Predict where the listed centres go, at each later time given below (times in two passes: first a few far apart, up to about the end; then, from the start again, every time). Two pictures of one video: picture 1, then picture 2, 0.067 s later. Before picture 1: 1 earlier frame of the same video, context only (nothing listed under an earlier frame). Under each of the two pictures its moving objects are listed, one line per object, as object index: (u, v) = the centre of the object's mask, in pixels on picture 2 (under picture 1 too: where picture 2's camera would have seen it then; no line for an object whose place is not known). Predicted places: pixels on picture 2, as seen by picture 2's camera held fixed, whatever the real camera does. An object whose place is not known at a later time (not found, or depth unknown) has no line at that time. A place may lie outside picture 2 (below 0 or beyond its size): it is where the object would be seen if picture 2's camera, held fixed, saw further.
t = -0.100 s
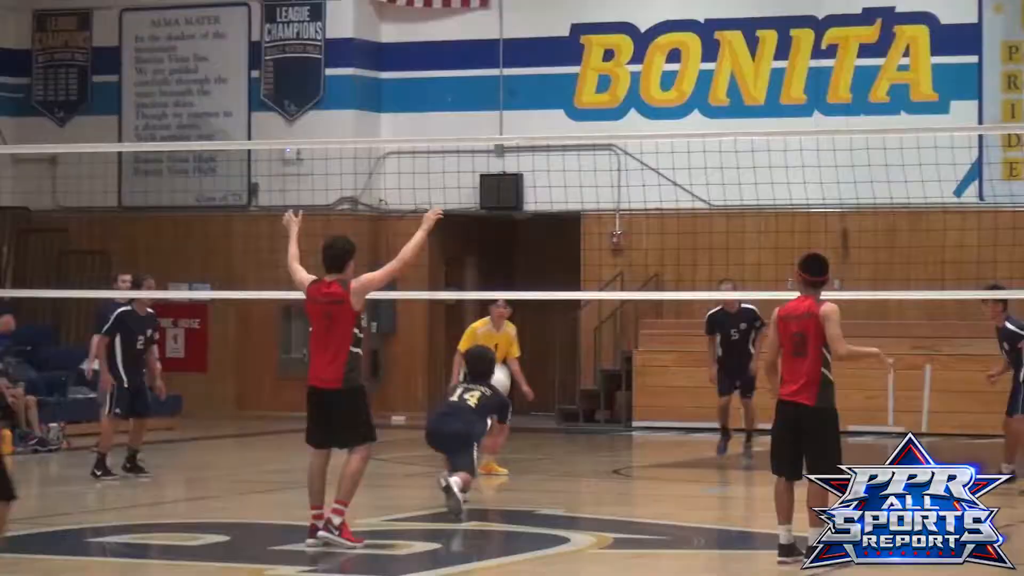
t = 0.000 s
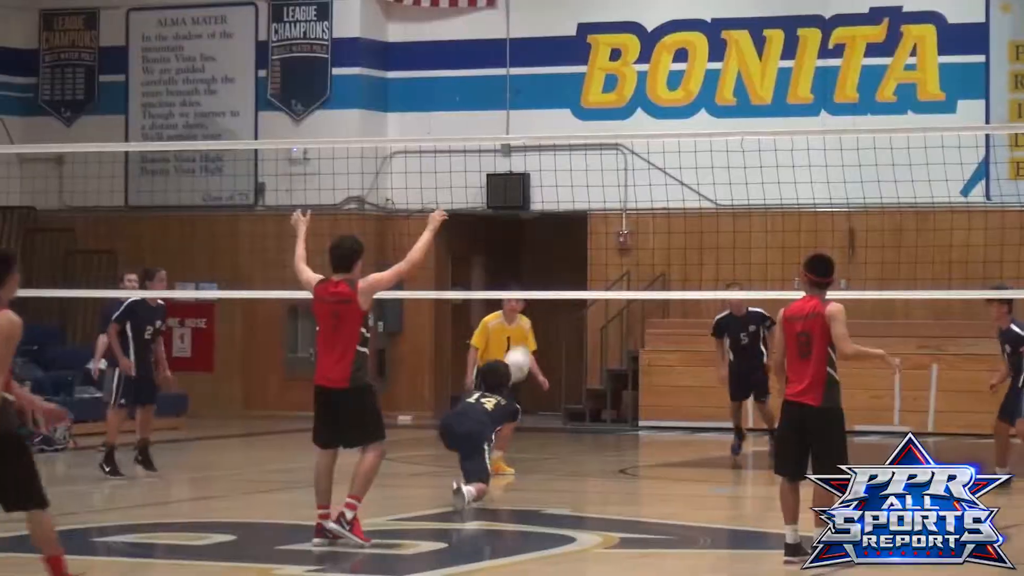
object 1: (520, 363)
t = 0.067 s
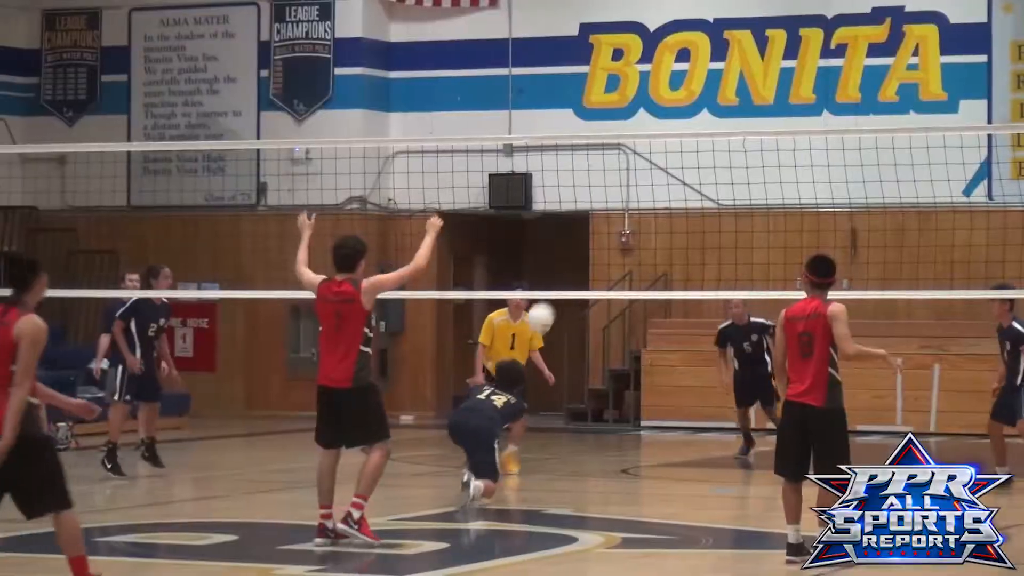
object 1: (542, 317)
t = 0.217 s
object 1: (586, 244)
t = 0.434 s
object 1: (652, 188)
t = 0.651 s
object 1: (713, 189)
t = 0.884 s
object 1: (779, 256)
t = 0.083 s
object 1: (545, 310)
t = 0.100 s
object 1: (549, 301)
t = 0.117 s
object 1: (556, 289)
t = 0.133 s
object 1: (561, 279)
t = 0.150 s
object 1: (566, 273)
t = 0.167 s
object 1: (571, 265)
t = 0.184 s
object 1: (576, 258)
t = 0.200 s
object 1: (581, 251)
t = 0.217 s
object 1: (586, 244)
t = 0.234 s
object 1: (592, 237)
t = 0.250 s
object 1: (596, 231)
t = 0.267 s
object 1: (602, 226)
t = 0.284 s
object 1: (607, 220)
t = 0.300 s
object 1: (611, 215)
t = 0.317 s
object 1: (617, 211)
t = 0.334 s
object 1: (623, 206)
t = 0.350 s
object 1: (627, 202)
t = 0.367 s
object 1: (633, 199)
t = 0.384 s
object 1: (634, 196)
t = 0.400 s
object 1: (642, 192)
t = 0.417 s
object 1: (647, 189)
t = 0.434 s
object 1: (652, 188)
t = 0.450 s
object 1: (657, 186)
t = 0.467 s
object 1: (663, 185)
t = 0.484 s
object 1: (667, 183)
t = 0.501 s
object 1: (671, 183)
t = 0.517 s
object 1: (674, 183)
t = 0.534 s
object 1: (680, 182)
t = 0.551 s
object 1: (686, 183)
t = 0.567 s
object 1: (690, 183)
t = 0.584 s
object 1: (695, 184)
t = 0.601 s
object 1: (699, 185)
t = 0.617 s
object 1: (706, 187)
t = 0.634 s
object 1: (710, 188)
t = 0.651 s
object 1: (713, 189)
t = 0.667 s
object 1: (720, 192)
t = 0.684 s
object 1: (725, 195)
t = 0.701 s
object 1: (729, 199)
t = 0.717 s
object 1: (733, 202)
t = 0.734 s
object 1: (738, 207)
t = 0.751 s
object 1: (742, 211)
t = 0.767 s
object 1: (748, 216)
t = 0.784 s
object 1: (752, 221)
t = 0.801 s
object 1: (756, 226)
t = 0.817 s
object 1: (761, 231)
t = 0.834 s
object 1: (766, 237)
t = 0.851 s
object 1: (770, 243)
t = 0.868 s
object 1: (774, 249)
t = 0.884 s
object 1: (779, 256)
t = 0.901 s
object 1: (783, 264)
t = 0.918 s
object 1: (788, 273)
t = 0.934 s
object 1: (792, 279)
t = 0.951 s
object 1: (796, 282)
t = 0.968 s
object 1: (801, 294)
